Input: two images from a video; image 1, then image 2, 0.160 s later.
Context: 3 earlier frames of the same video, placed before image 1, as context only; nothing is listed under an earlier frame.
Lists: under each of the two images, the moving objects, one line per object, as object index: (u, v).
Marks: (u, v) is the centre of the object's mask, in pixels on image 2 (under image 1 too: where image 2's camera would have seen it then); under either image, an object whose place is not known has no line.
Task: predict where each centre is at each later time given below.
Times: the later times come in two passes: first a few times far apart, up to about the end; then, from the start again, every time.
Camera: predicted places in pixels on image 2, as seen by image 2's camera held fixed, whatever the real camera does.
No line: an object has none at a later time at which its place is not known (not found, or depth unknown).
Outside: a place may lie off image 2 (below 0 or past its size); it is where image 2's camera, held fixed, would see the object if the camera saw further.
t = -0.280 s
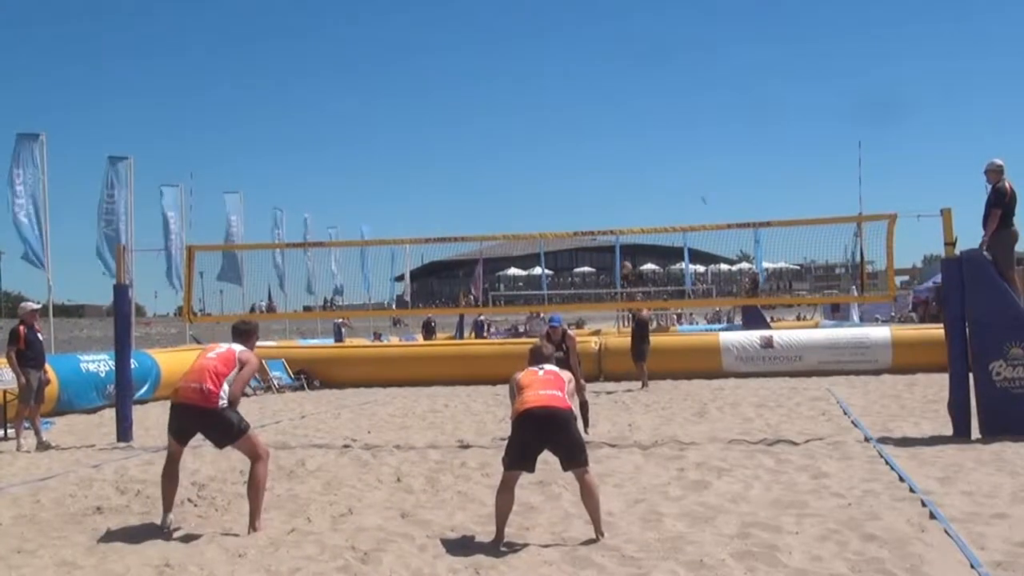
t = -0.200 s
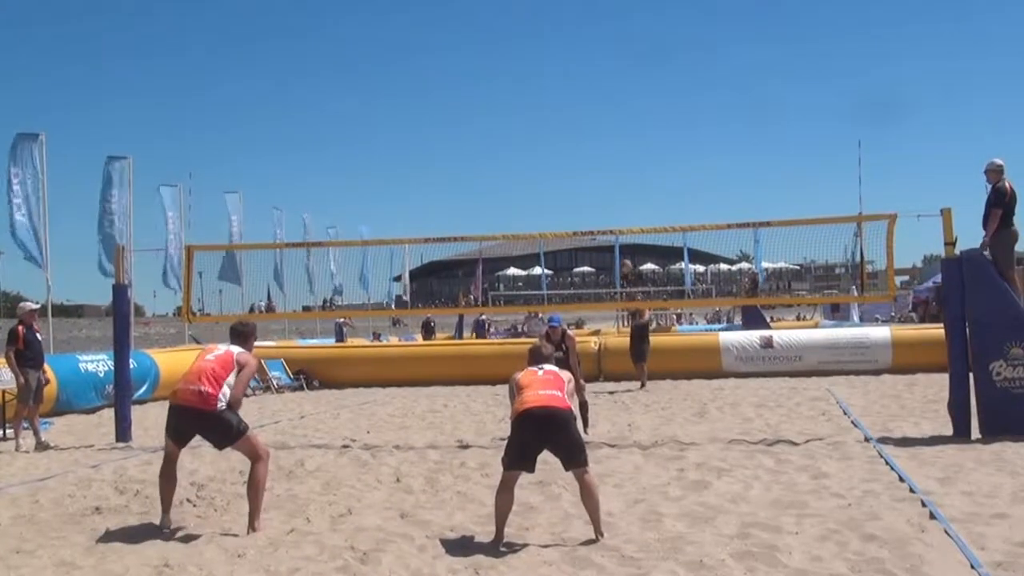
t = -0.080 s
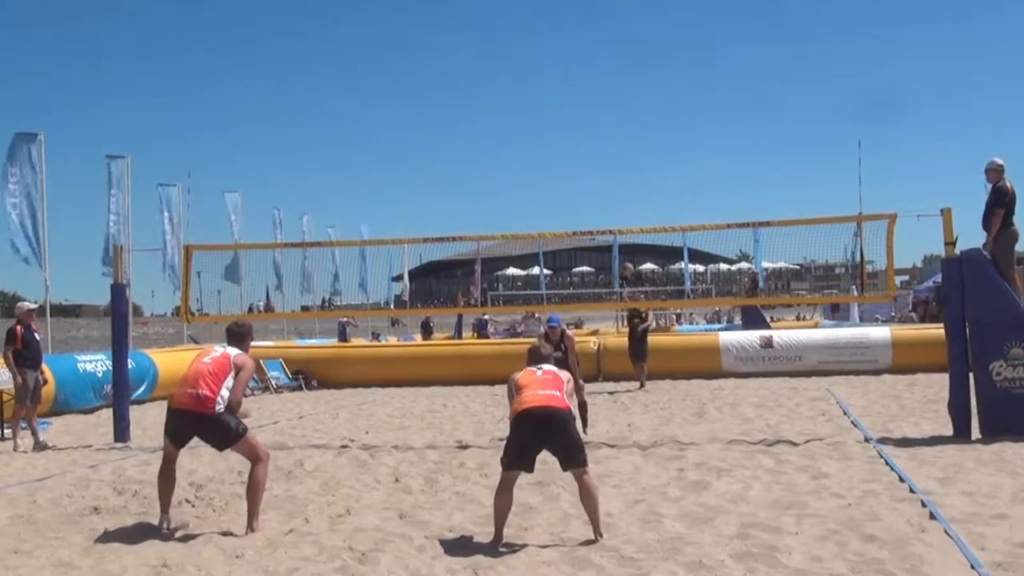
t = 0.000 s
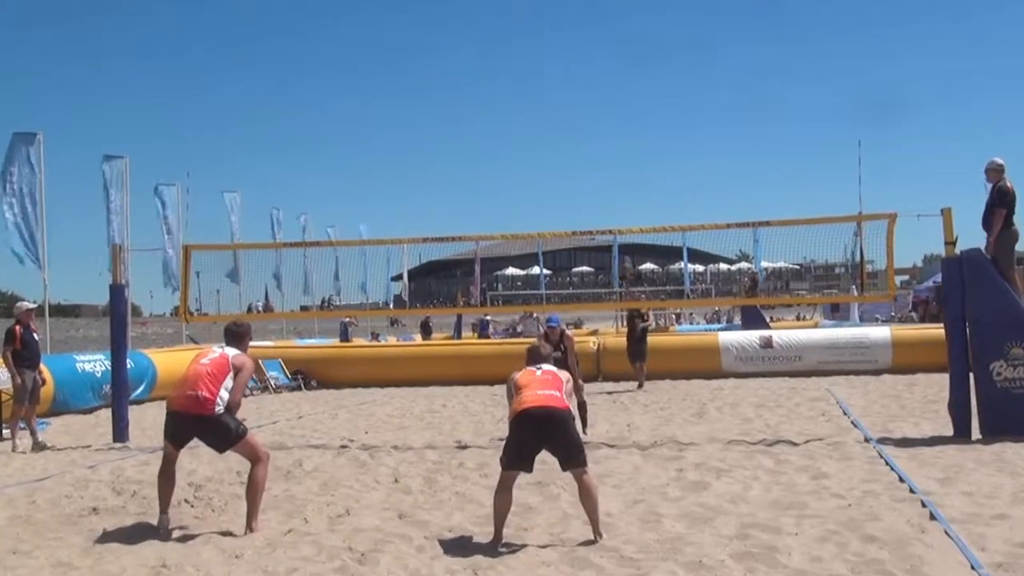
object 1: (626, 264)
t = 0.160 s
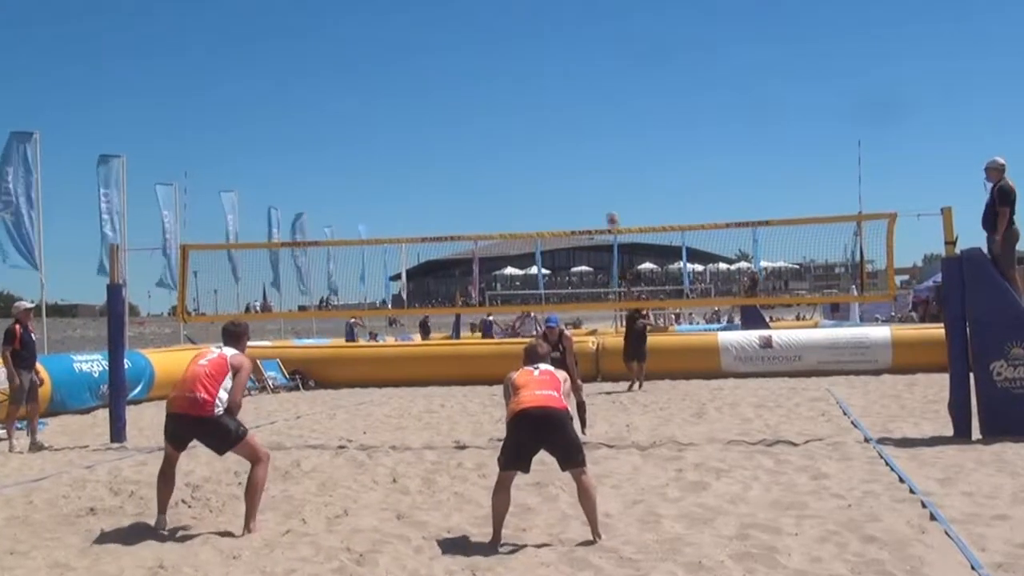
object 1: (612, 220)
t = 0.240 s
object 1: (604, 201)
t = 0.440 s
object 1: (586, 162)
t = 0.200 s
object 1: (608, 210)
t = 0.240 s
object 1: (604, 201)
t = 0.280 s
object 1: (601, 192)
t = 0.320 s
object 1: (598, 183)
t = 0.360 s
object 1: (594, 175)
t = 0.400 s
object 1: (590, 168)
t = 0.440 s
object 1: (586, 162)
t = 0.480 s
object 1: (581, 155)
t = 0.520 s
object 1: (576, 150)
